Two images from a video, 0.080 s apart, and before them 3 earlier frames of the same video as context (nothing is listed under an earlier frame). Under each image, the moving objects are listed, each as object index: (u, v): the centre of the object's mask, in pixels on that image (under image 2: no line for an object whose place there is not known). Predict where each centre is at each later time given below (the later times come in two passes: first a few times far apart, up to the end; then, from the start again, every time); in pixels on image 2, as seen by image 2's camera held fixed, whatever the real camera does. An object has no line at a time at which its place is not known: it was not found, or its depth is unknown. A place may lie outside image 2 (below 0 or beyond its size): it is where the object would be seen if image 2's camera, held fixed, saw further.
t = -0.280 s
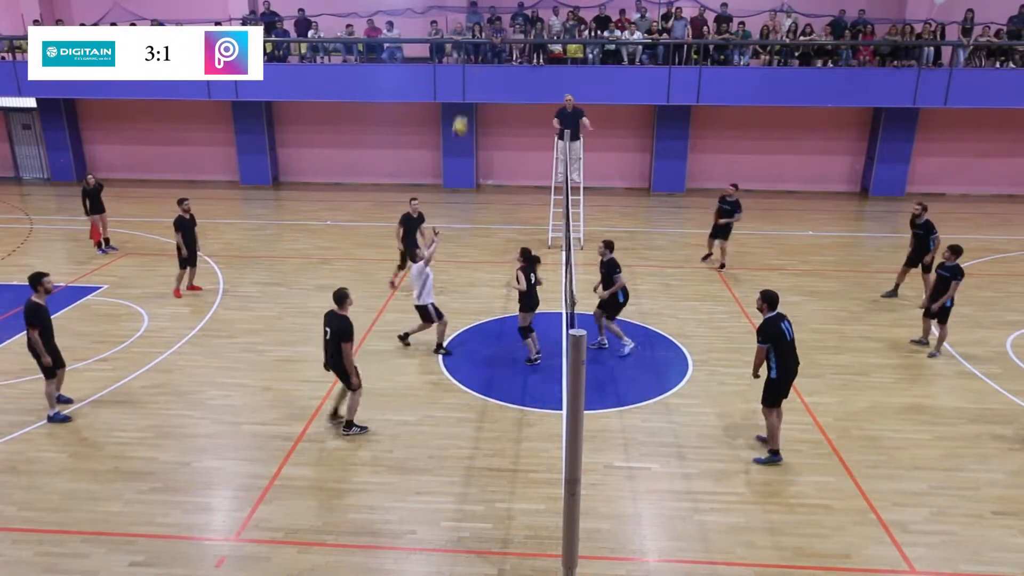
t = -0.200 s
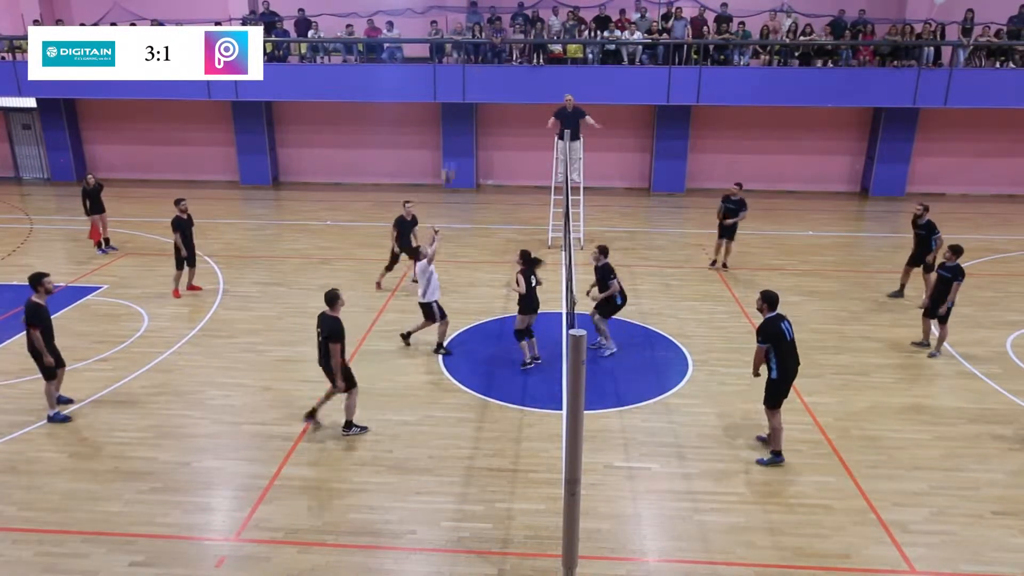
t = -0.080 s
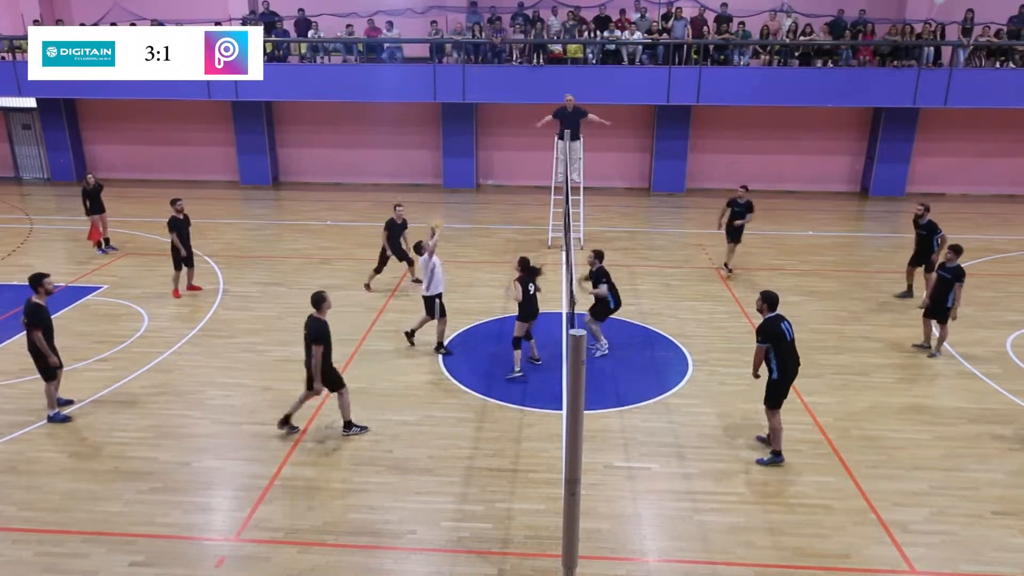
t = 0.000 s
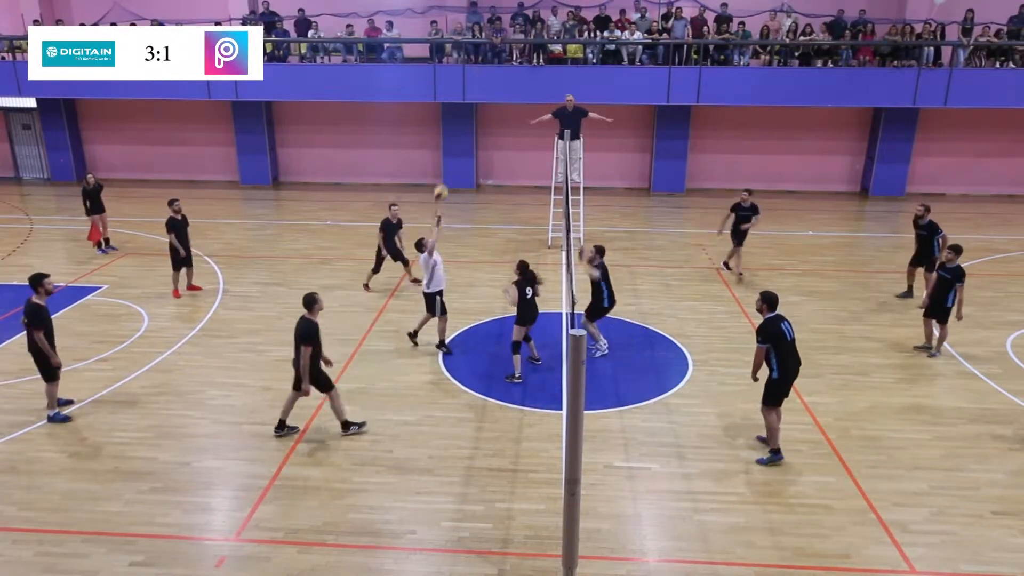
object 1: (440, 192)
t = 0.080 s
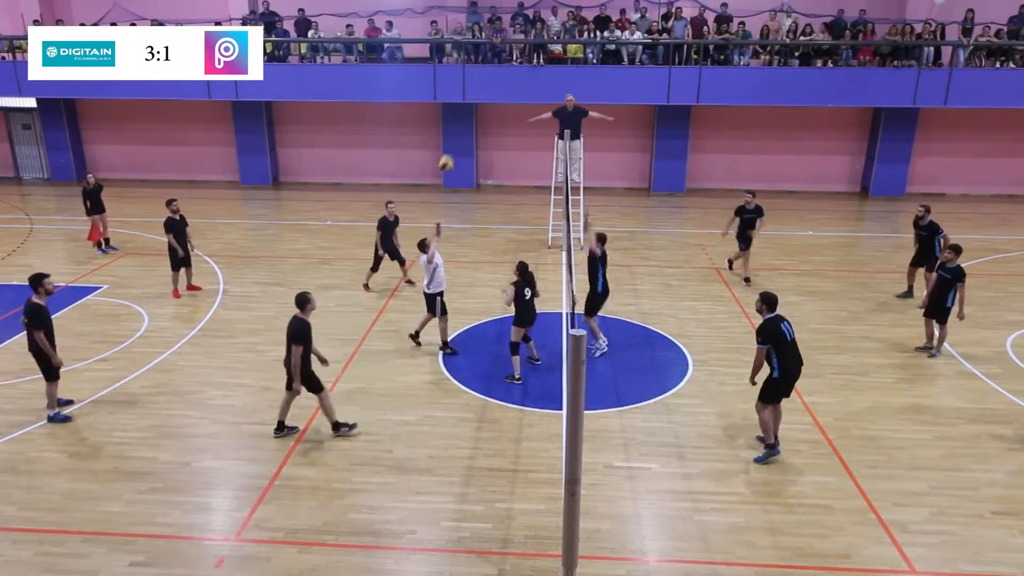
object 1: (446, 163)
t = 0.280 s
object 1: (460, 108)
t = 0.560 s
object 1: (481, 79)
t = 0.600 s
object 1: (485, 80)
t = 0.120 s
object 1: (449, 149)
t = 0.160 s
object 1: (451, 138)
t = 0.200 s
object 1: (454, 127)
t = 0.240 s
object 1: (457, 116)
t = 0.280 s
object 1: (460, 108)
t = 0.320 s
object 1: (463, 100)
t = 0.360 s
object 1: (467, 94)
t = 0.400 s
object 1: (470, 88)
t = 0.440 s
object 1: (471, 84)
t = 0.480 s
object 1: (475, 81)
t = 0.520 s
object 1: (478, 79)
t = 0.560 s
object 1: (481, 79)
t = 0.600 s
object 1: (485, 80)
